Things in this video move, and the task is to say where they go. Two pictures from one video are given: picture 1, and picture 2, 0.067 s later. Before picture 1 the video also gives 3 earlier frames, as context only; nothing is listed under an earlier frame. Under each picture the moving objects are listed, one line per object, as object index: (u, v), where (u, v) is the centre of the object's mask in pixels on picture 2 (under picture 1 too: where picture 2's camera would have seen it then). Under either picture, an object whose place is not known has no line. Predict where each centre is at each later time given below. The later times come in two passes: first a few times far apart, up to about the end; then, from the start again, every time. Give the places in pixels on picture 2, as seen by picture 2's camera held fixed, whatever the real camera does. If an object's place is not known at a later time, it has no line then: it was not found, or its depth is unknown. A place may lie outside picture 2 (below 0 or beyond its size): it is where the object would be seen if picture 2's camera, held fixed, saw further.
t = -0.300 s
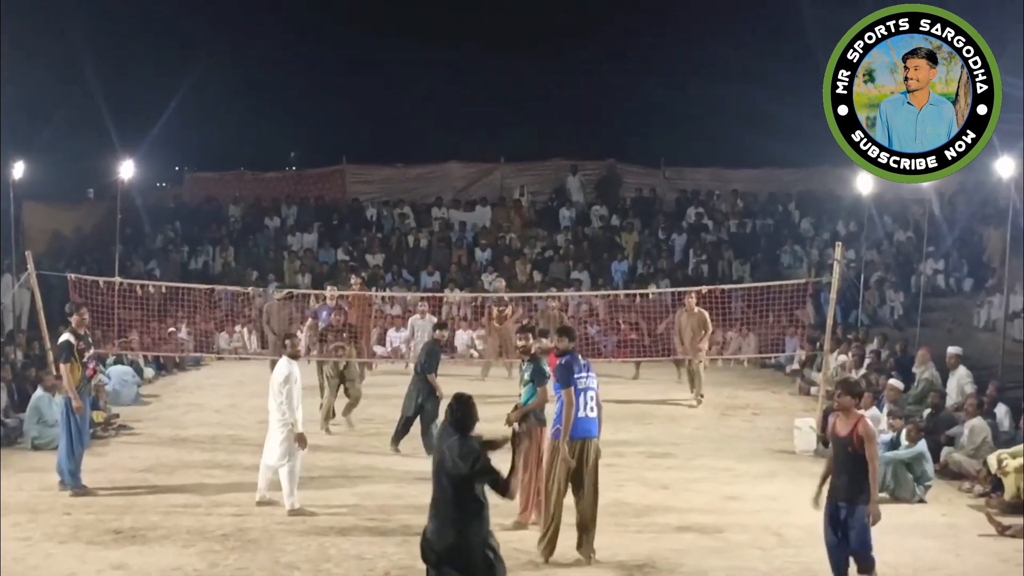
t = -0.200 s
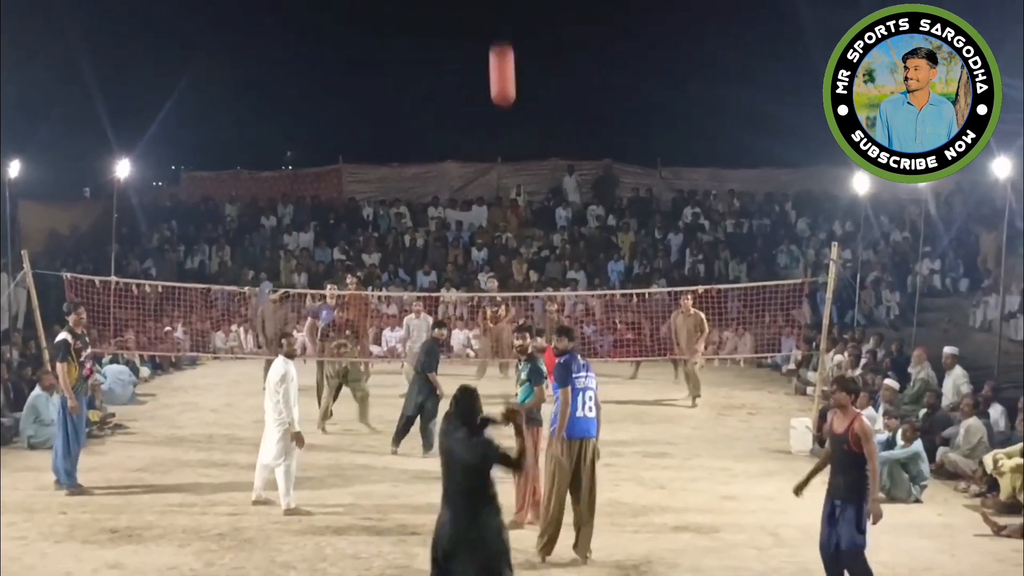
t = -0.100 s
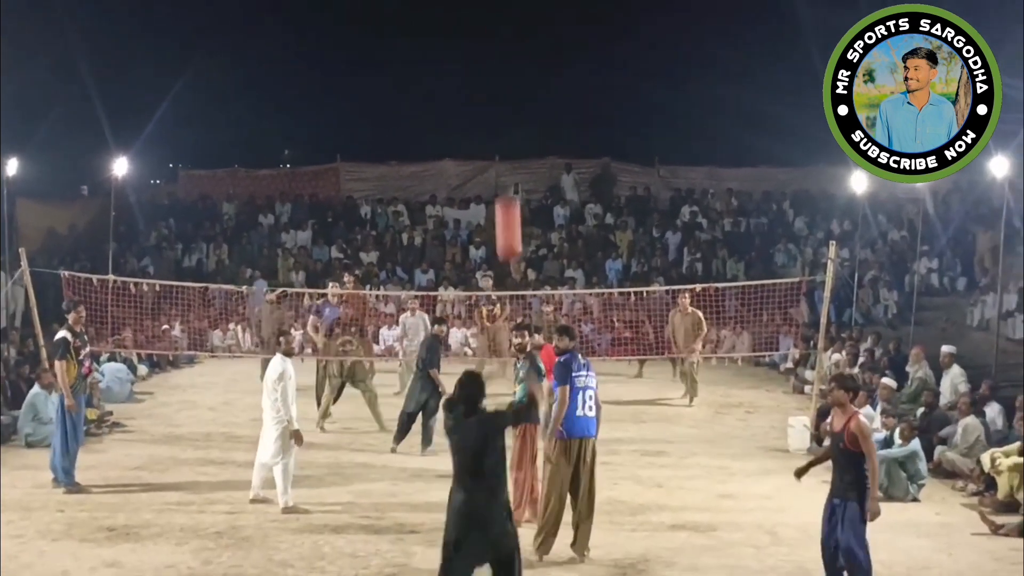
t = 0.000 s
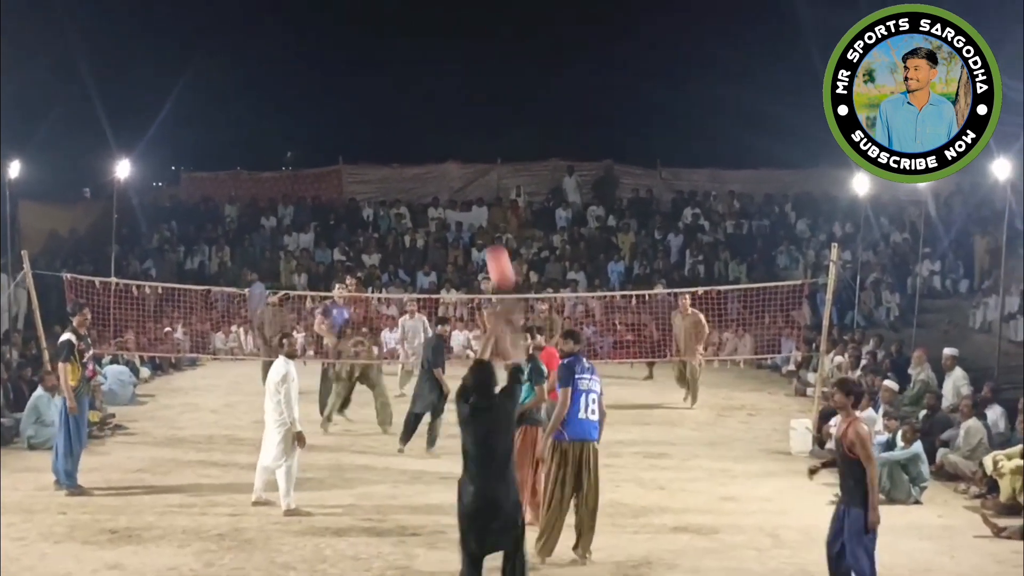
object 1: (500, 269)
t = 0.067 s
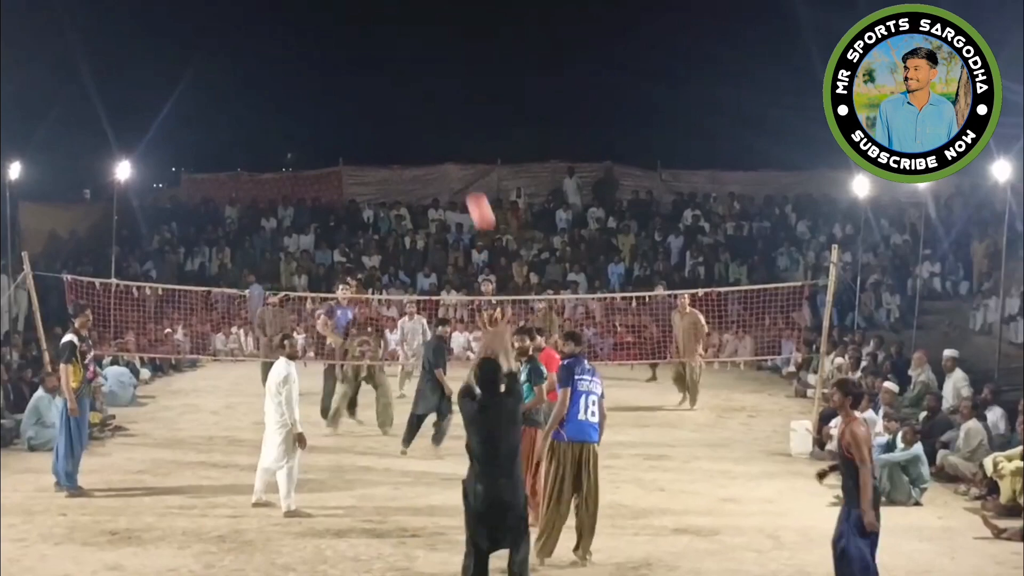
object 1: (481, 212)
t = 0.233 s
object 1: (434, 120)
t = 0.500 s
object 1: (376, 69)
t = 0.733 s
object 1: (341, 85)
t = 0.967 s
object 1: (315, 133)
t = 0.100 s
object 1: (471, 188)
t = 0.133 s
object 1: (461, 167)
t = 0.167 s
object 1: (452, 149)
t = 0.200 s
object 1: (443, 134)
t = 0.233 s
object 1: (434, 120)
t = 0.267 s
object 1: (426, 108)
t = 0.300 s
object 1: (418, 98)
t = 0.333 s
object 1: (410, 90)
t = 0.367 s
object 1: (402, 84)
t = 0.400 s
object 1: (395, 78)
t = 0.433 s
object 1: (389, 74)
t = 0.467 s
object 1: (382, 71)
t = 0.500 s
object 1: (376, 69)
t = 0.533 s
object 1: (370, 69)
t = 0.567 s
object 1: (365, 70)
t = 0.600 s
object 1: (360, 71)
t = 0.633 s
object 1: (355, 73)
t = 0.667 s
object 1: (350, 76)
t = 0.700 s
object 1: (346, 81)
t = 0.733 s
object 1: (341, 85)
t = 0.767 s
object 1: (337, 90)
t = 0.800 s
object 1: (333, 96)
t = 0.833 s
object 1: (329, 103)
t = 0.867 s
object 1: (326, 110)
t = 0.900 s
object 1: (322, 117)
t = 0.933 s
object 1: (318, 125)
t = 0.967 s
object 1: (315, 133)
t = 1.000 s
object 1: (311, 142)
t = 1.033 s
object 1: (307, 151)
